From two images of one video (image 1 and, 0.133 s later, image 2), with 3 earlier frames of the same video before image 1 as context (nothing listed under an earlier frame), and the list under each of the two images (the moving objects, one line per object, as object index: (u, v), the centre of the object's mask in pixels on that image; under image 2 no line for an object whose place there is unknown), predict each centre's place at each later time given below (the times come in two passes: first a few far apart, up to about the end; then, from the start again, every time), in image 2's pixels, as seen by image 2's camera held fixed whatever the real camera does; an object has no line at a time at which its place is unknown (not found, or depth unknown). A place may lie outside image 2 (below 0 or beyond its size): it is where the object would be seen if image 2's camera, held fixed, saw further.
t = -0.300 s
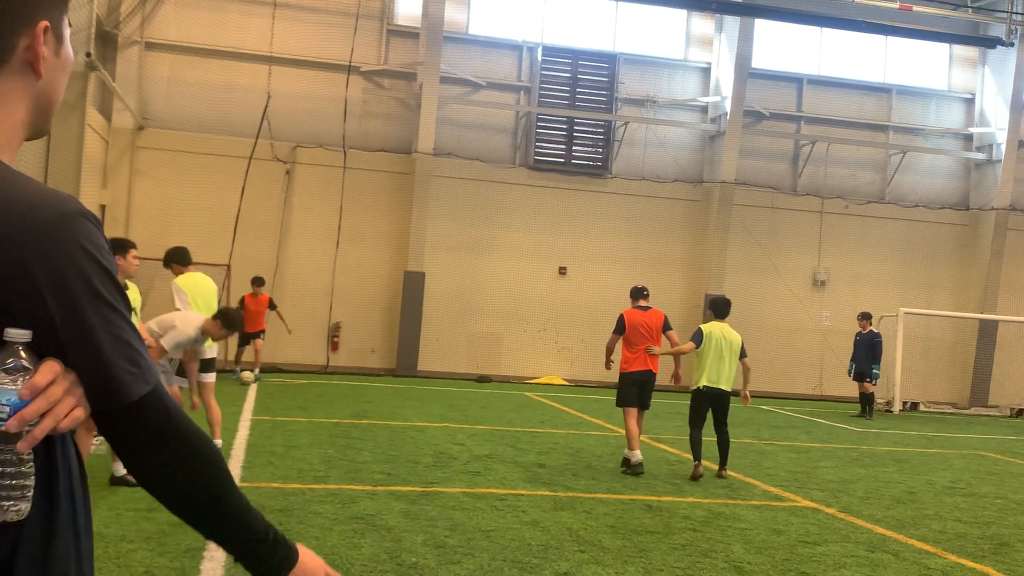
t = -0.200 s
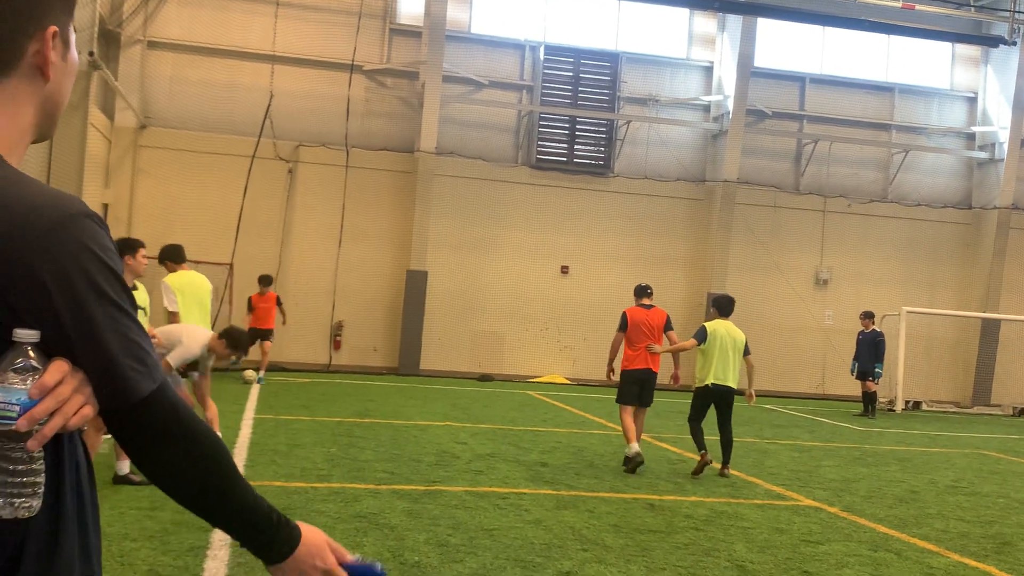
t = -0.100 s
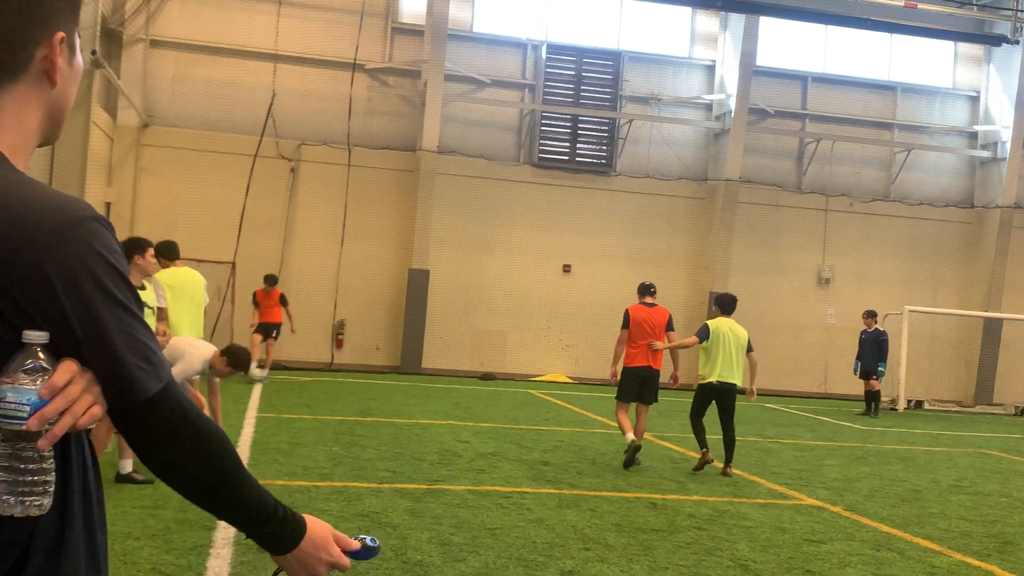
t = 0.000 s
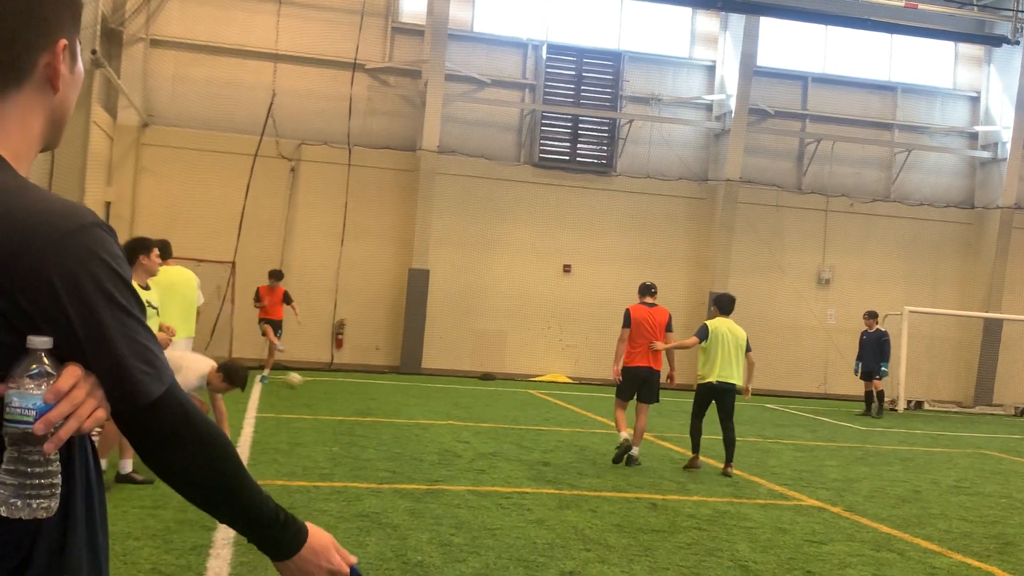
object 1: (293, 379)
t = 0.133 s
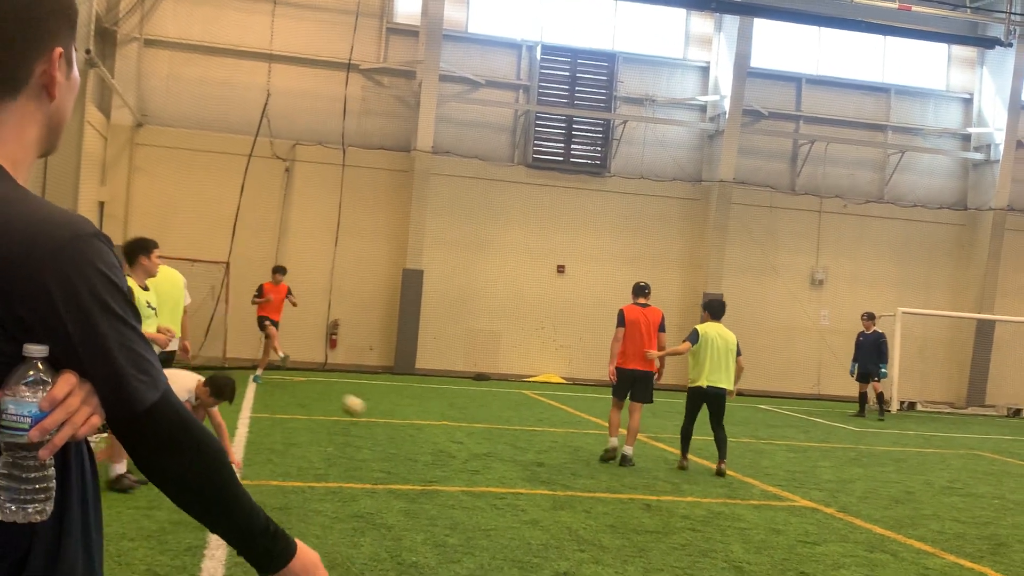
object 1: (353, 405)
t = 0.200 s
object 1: (395, 429)
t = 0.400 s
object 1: (564, 469)
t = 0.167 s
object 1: (373, 417)
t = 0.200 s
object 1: (395, 429)
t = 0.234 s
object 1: (417, 429)
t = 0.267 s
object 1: (442, 432)
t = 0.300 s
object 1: (469, 437)
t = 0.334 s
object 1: (497, 444)
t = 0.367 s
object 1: (527, 455)
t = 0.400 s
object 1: (564, 469)
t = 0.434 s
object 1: (602, 487)
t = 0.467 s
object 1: (647, 512)
